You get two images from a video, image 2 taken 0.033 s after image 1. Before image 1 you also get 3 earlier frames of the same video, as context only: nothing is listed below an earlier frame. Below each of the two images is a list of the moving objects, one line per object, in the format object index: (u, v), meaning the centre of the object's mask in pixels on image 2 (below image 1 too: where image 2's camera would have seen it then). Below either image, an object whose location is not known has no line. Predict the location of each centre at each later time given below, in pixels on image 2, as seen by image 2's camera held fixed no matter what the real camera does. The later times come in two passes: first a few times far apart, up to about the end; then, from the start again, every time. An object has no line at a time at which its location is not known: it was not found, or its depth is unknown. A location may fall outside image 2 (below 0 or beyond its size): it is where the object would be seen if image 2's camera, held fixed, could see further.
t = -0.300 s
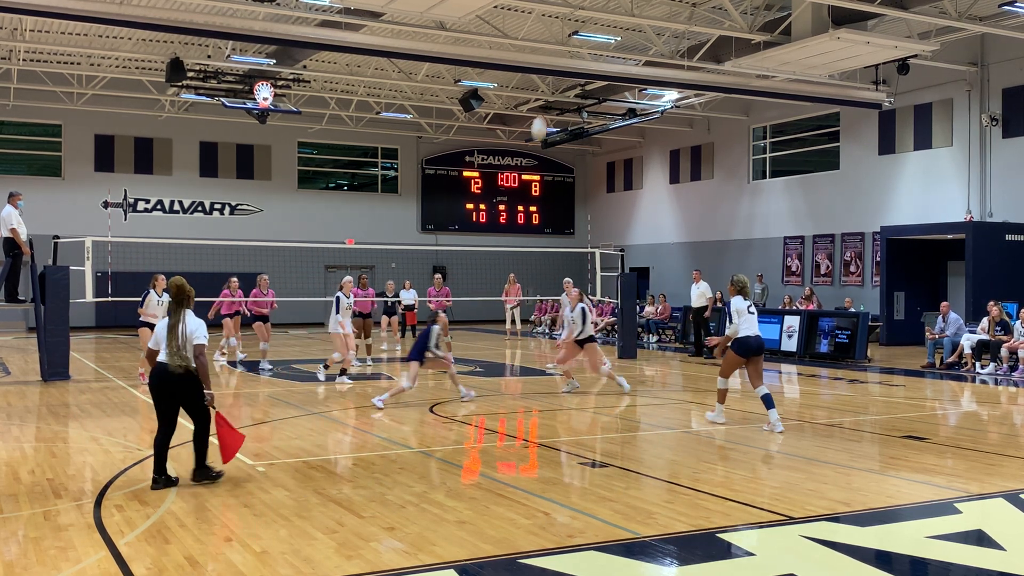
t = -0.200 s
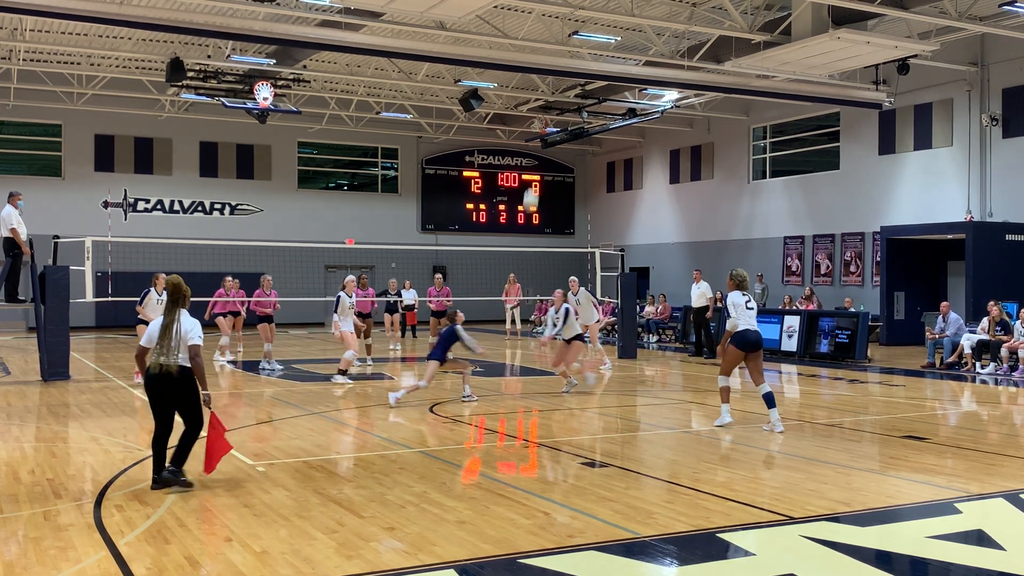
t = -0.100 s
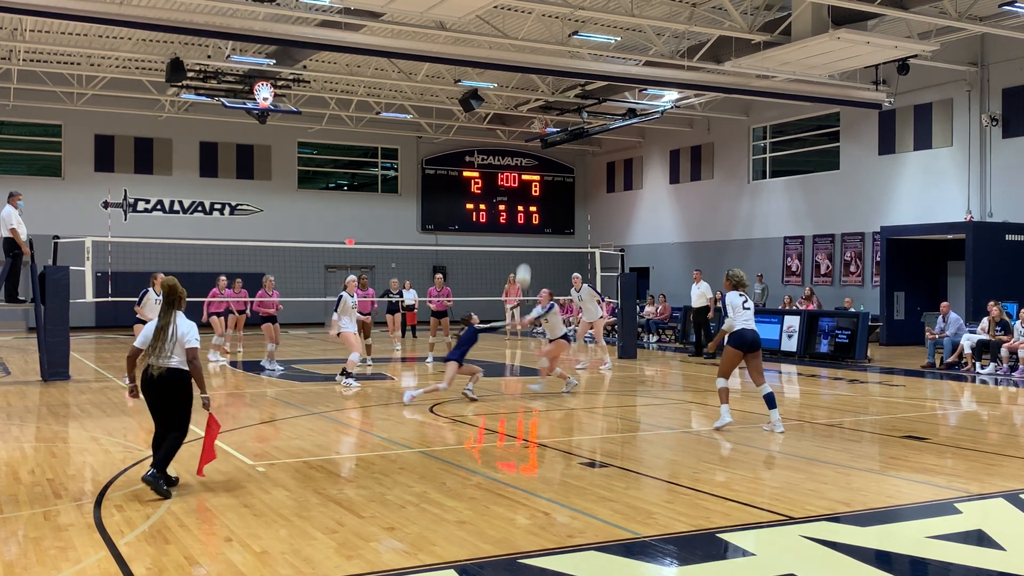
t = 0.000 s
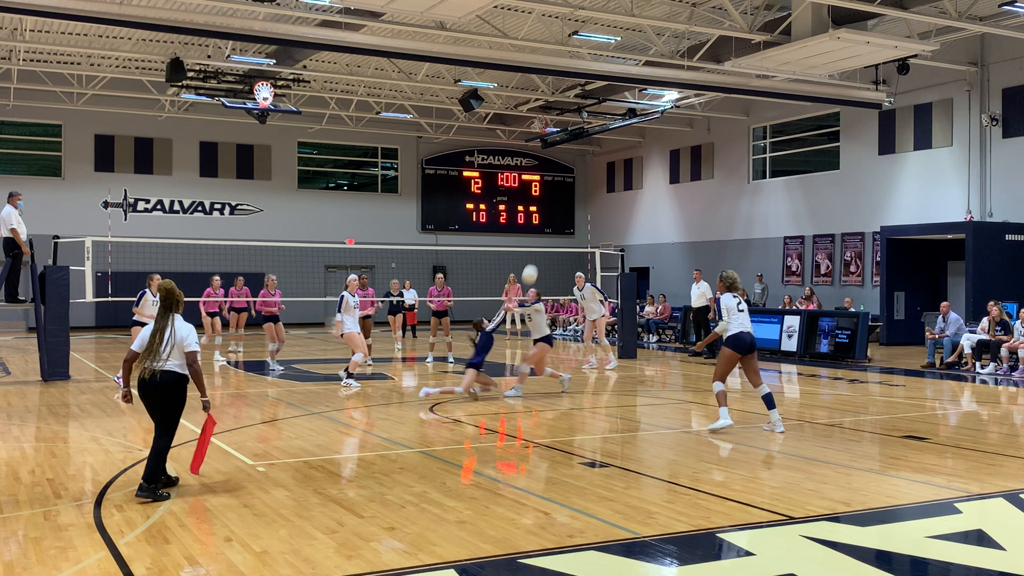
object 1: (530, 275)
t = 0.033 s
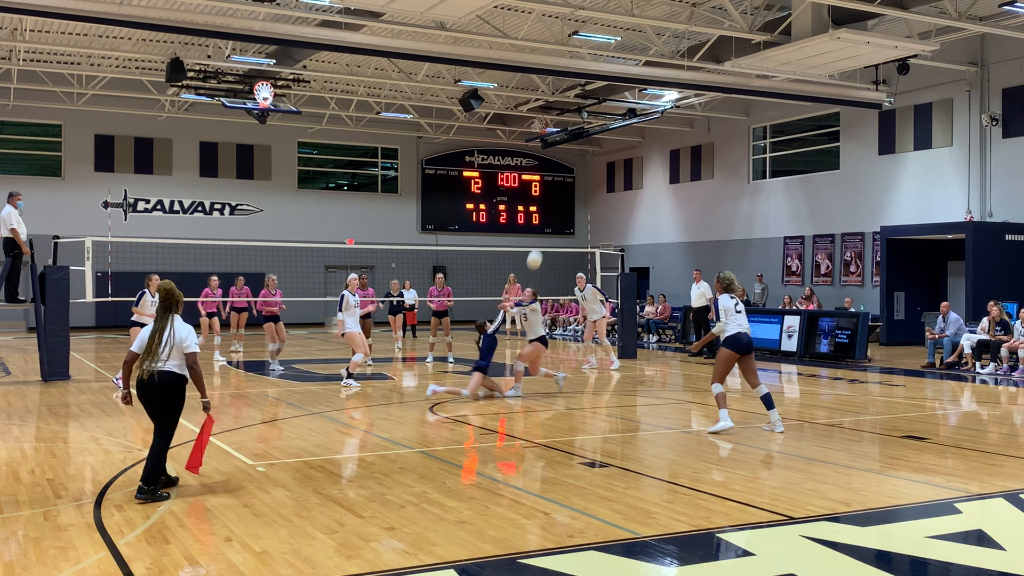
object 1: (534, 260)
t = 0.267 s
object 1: (566, 182)
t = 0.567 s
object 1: (603, 144)
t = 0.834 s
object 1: (632, 161)
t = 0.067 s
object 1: (539, 246)
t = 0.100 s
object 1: (544, 232)
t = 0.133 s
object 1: (548, 220)
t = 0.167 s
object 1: (553, 209)
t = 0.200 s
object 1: (557, 199)
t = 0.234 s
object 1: (562, 190)
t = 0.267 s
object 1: (566, 182)
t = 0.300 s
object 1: (571, 174)
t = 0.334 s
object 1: (575, 167)
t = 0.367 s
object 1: (579, 161)
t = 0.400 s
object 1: (583, 157)
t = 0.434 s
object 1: (588, 153)
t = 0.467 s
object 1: (592, 149)
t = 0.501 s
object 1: (596, 147)
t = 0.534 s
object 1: (599, 145)
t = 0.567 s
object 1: (603, 144)
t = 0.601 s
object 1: (607, 144)
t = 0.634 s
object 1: (611, 144)
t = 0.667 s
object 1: (615, 145)
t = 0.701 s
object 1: (618, 147)
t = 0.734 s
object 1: (622, 150)
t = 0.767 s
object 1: (625, 153)
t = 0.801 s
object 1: (629, 157)
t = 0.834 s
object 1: (632, 161)
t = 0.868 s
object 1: (636, 166)
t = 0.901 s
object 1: (639, 172)
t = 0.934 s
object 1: (642, 178)
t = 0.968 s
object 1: (645, 184)
